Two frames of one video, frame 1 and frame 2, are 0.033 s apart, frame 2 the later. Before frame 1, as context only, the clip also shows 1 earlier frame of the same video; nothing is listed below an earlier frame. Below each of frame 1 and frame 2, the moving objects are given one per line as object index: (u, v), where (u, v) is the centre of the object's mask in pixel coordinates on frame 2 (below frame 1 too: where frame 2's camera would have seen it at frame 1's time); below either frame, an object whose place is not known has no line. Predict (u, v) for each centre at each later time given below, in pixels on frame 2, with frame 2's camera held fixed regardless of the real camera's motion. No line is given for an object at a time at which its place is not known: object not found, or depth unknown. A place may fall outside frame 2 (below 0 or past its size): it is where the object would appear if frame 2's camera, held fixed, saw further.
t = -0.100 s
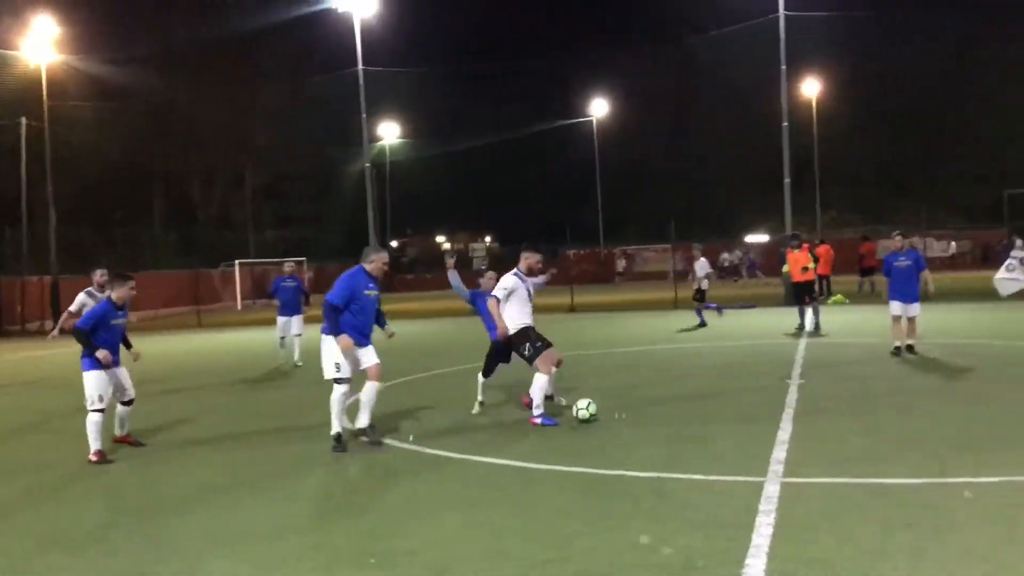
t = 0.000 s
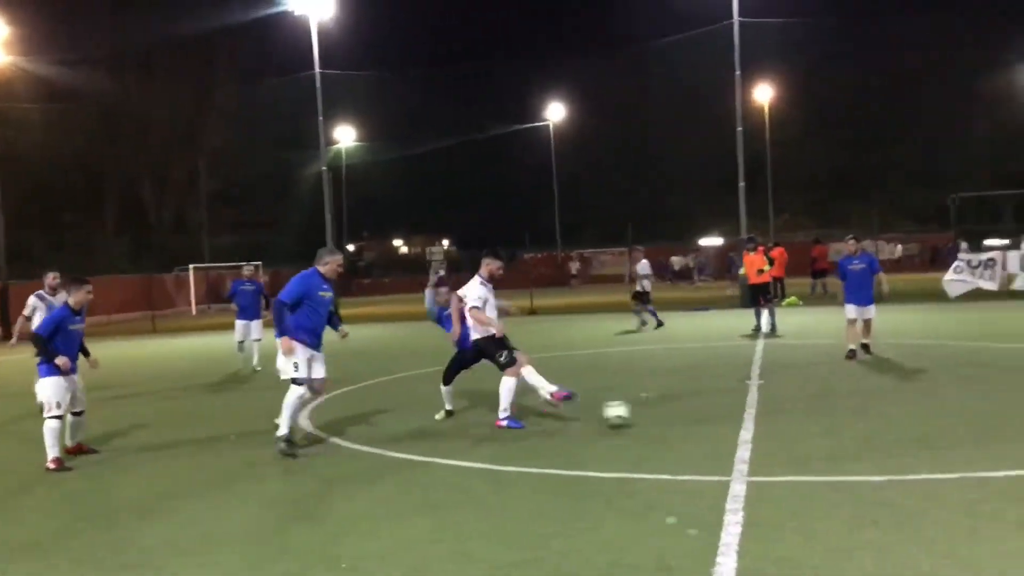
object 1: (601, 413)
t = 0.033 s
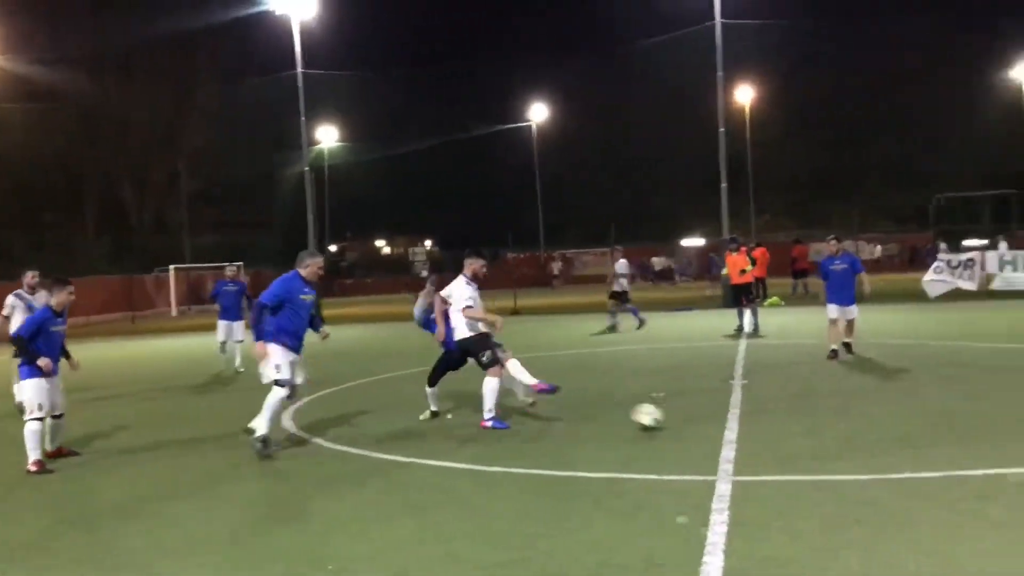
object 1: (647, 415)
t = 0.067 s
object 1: (696, 420)
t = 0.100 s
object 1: (745, 421)
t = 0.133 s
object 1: (793, 422)
